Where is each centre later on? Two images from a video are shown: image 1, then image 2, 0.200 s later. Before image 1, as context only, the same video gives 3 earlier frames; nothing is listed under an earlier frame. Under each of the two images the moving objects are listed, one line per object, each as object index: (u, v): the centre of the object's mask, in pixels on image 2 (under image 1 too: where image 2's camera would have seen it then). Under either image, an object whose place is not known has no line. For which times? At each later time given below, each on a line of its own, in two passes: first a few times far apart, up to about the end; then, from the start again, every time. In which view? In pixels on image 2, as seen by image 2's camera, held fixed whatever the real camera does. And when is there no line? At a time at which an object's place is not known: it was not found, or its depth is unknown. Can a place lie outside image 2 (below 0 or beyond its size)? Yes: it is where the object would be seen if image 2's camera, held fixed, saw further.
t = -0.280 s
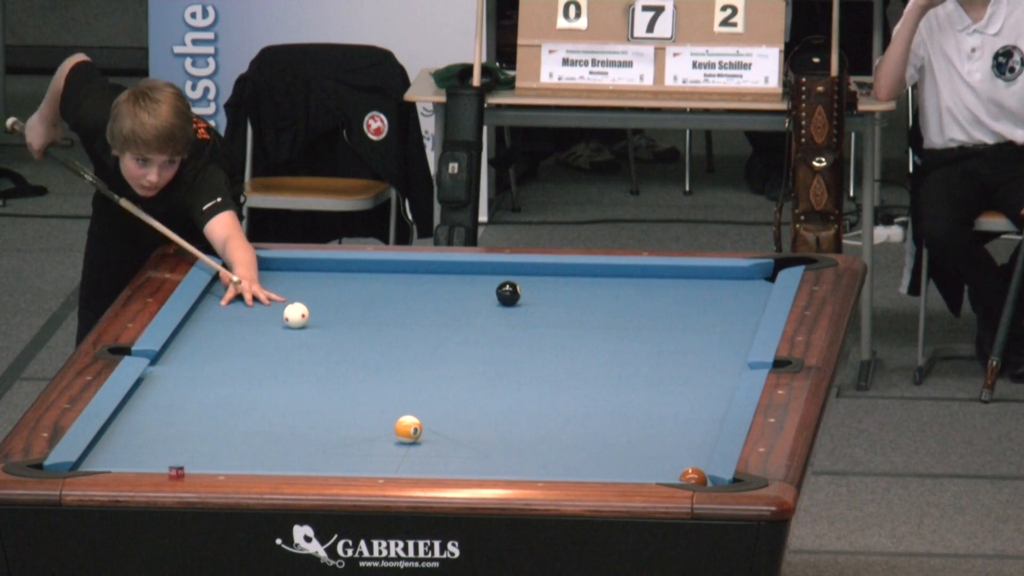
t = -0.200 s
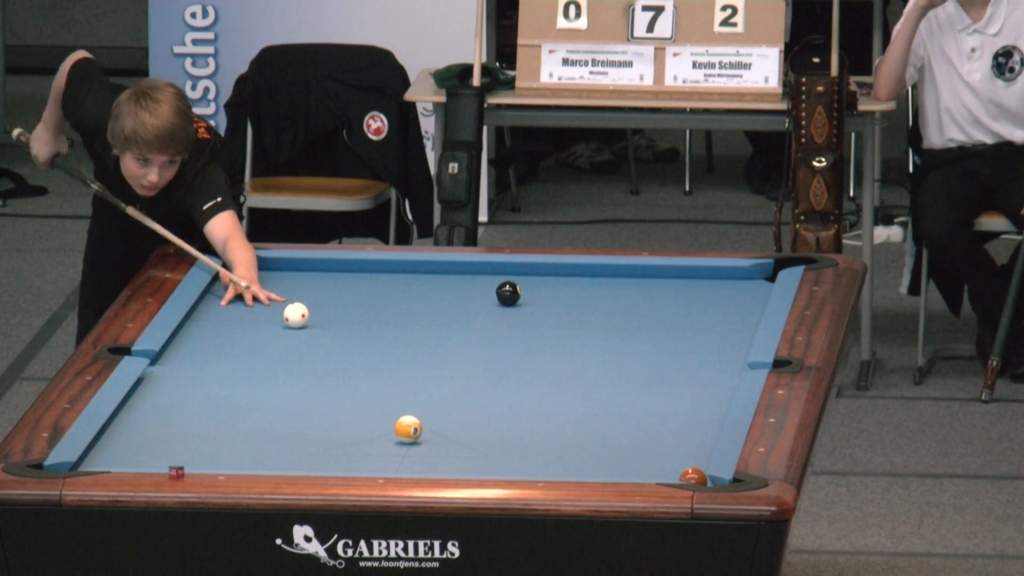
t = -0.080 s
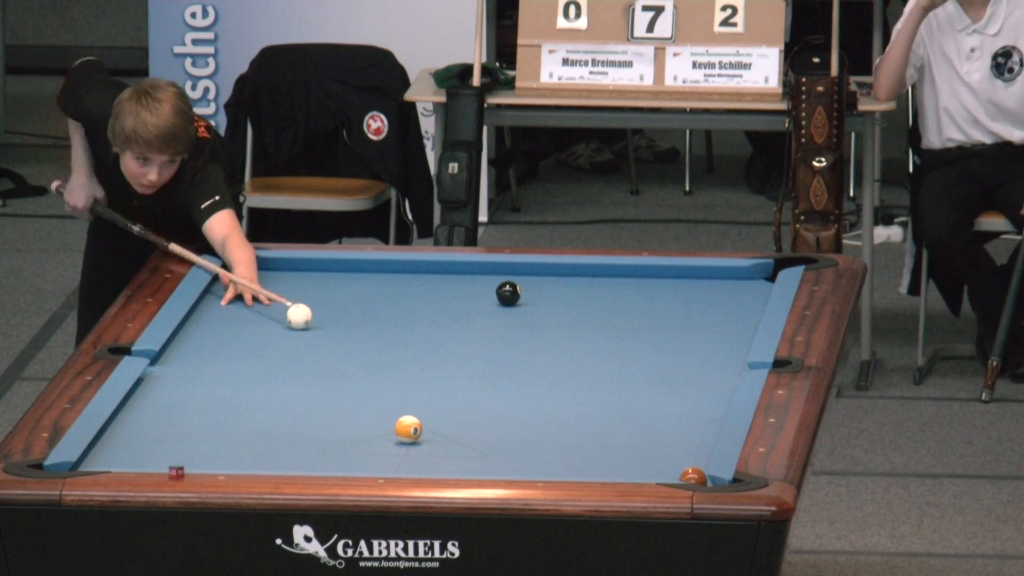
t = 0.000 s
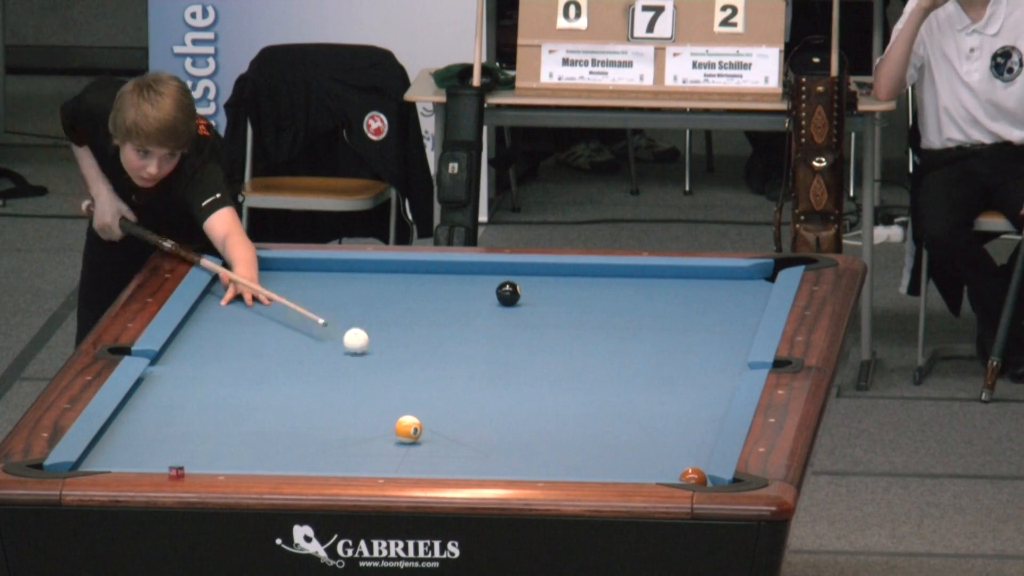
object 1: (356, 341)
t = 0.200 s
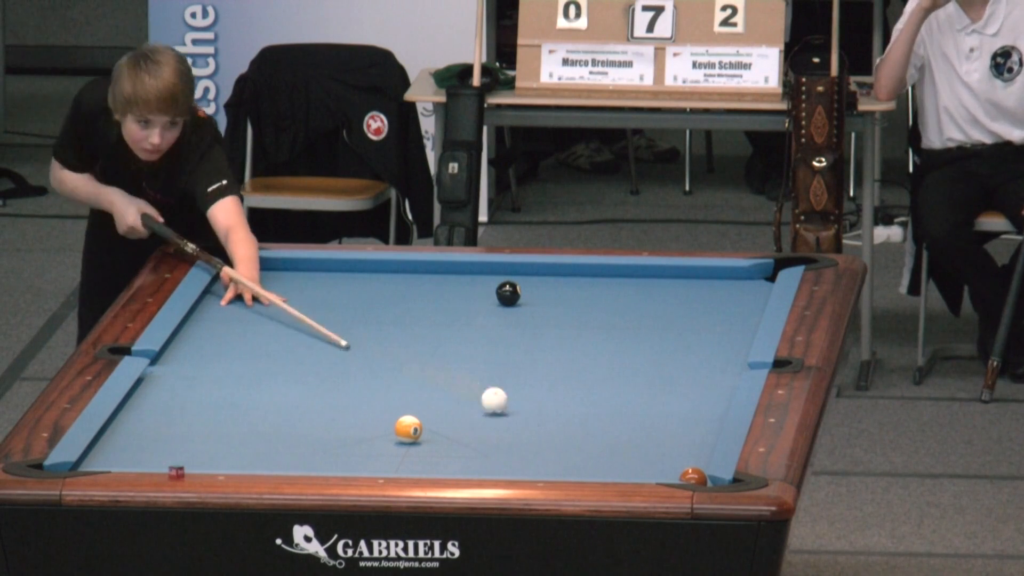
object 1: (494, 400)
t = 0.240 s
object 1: (522, 413)
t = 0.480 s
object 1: (656, 475)
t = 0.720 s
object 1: (610, 465)
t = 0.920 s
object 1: (602, 460)
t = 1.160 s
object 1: (598, 454)
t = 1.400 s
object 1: (594, 448)
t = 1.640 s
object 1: (591, 443)
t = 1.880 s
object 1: (588, 439)
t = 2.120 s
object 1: (584, 435)
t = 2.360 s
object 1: (582, 432)
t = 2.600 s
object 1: (579, 429)
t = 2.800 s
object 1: (577, 426)
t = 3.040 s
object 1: (574, 424)
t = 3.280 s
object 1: (572, 422)
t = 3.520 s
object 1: (571, 421)
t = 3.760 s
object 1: (571, 420)
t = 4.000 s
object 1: (571, 420)
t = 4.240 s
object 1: (571, 421)
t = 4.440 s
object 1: (571, 420)
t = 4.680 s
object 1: (571, 420)
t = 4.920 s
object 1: (571, 421)
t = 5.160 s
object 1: (571, 421)
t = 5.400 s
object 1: (571, 421)
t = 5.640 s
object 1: (571, 420)
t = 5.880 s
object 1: (571, 421)
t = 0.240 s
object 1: (522, 413)
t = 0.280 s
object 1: (551, 426)
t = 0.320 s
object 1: (580, 438)
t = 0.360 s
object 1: (610, 451)
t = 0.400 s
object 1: (641, 464)
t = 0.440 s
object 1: (670, 472)
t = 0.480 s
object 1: (656, 475)
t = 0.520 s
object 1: (644, 474)
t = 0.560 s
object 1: (635, 472)
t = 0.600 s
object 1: (627, 469)
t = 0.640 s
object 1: (620, 467)
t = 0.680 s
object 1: (615, 466)
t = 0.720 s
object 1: (610, 465)
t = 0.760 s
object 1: (607, 464)
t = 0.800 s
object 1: (605, 463)
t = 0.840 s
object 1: (604, 462)
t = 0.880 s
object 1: (603, 460)
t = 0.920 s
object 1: (602, 460)
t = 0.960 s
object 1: (601, 458)
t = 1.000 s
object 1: (601, 458)
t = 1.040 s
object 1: (600, 457)
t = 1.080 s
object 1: (599, 456)
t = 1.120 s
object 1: (599, 455)
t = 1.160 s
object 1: (598, 454)
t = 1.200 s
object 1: (597, 453)
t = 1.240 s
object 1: (597, 452)
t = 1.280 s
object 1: (596, 451)
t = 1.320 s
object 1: (596, 450)
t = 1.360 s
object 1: (595, 449)
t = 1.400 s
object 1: (594, 448)
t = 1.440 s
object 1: (594, 447)
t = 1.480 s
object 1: (593, 447)
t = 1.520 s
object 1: (592, 446)
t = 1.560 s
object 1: (592, 445)
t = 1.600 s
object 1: (591, 444)
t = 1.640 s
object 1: (591, 443)
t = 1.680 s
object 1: (590, 443)
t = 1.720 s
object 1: (590, 442)
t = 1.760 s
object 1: (589, 441)
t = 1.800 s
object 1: (588, 440)
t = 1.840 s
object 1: (588, 440)
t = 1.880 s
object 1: (588, 439)
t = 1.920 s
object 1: (587, 438)
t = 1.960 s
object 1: (586, 437)
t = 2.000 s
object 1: (586, 437)
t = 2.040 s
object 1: (585, 436)
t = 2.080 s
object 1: (585, 435)
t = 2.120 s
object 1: (584, 435)
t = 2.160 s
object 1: (584, 434)
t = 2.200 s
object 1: (584, 433)
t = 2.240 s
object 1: (584, 433)
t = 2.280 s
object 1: (583, 433)
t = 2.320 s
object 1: (583, 432)
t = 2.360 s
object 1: (582, 432)
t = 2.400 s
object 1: (581, 431)
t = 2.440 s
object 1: (581, 430)
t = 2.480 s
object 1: (580, 429)
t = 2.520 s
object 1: (580, 429)
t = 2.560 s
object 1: (580, 429)
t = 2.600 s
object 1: (579, 429)
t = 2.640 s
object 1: (579, 428)
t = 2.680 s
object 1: (578, 428)
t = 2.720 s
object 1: (578, 427)
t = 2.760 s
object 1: (577, 427)
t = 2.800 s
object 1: (577, 426)
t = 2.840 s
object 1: (577, 426)
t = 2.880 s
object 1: (576, 425)
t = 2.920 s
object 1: (575, 425)
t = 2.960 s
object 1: (575, 425)
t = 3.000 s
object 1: (575, 424)
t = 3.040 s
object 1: (574, 424)
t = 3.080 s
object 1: (574, 424)
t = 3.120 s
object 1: (574, 424)
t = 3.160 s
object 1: (573, 423)
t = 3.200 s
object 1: (573, 423)
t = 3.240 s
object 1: (573, 422)
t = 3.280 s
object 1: (572, 422)
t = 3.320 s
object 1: (572, 422)
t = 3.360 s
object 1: (572, 422)
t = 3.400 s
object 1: (572, 422)
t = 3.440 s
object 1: (572, 421)
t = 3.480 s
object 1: (572, 421)
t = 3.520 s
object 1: (571, 421)
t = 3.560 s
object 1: (571, 421)
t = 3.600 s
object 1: (571, 421)
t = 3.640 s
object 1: (571, 421)
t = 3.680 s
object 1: (571, 420)
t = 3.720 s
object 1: (571, 420)
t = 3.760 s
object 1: (571, 420)
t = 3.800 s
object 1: (571, 420)
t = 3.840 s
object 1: (571, 420)
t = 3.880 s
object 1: (571, 420)
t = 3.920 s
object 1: (571, 420)
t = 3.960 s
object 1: (571, 420)
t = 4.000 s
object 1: (571, 420)
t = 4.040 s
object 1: (571, 420)
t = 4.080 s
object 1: (571, 420)
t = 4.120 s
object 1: (571, 420)
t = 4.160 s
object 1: (571, 421)
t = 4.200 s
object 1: (571, 421)
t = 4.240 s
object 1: (571, 421)
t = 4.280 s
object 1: (571, 421)
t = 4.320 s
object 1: (571, 420)
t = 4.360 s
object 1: (571, 420)
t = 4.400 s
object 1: (571, 420)
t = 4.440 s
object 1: (571, 420)
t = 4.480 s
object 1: (571, 420)
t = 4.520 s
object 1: (571, 420)
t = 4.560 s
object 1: (571, 420)
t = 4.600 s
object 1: (571, 420)
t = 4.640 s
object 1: (571, 420)
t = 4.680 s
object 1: (571, 420)
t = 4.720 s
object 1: (571, 420)
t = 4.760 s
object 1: (571, 420)
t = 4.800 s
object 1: (571, 420)
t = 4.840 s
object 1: (571, 421)
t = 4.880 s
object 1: (571, 421)
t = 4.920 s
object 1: (571, 421)
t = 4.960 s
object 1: (571, 420)
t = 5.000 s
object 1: (571, 421)
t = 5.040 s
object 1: (571, 421)
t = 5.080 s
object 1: (571, 421)
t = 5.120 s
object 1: (571, 420)
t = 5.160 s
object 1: (571, 421)
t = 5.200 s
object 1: (571, 421)
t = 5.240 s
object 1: (571, 421)
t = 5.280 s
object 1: (571, 421)
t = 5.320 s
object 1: (571, 421)
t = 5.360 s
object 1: (571, 421)
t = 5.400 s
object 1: (571, 421)
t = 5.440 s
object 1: (571, 420)
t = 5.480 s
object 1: (571, 420)
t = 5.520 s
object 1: (571, 420)
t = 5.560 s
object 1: (571, 420)
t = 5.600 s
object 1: (571, 420)
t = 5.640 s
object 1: (571, 420)
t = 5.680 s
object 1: (571, 420)
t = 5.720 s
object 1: (571, 420)
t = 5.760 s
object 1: (571, 420)
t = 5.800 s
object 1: (571, 420)
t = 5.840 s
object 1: (571, 420)
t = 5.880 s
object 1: (571, 421)
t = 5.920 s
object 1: (571, 421)
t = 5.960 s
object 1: (571, 421)
